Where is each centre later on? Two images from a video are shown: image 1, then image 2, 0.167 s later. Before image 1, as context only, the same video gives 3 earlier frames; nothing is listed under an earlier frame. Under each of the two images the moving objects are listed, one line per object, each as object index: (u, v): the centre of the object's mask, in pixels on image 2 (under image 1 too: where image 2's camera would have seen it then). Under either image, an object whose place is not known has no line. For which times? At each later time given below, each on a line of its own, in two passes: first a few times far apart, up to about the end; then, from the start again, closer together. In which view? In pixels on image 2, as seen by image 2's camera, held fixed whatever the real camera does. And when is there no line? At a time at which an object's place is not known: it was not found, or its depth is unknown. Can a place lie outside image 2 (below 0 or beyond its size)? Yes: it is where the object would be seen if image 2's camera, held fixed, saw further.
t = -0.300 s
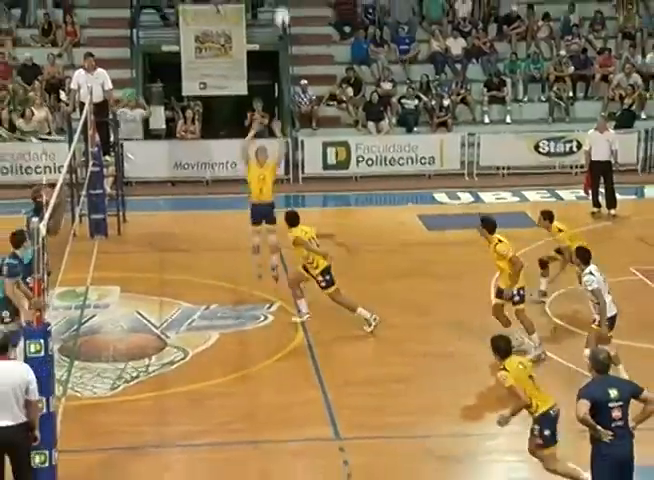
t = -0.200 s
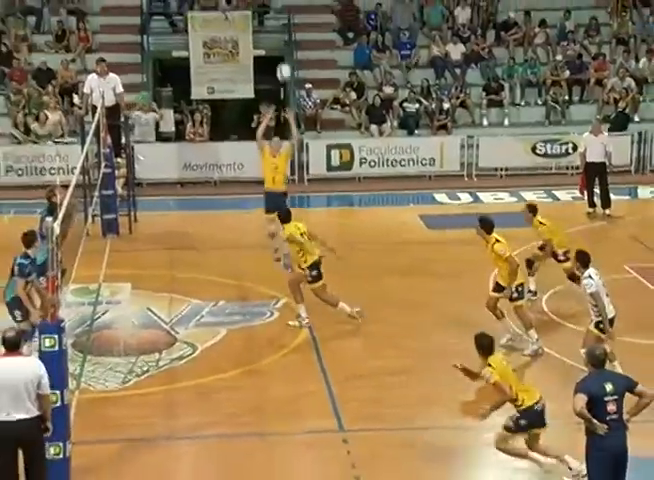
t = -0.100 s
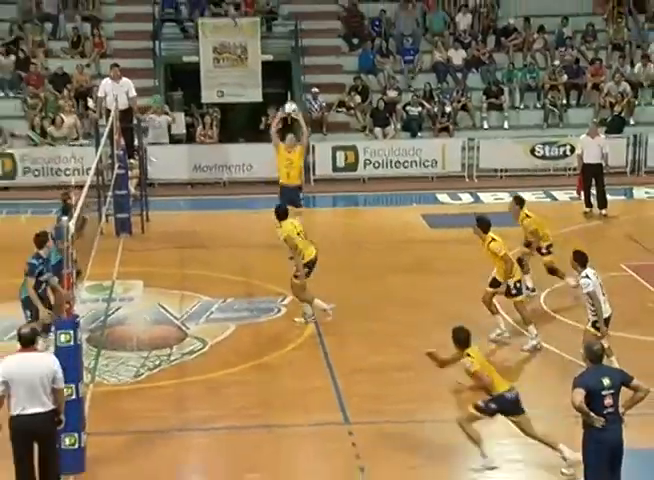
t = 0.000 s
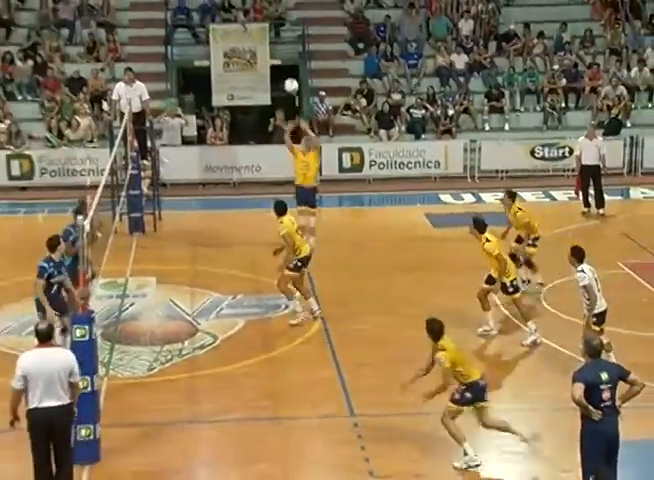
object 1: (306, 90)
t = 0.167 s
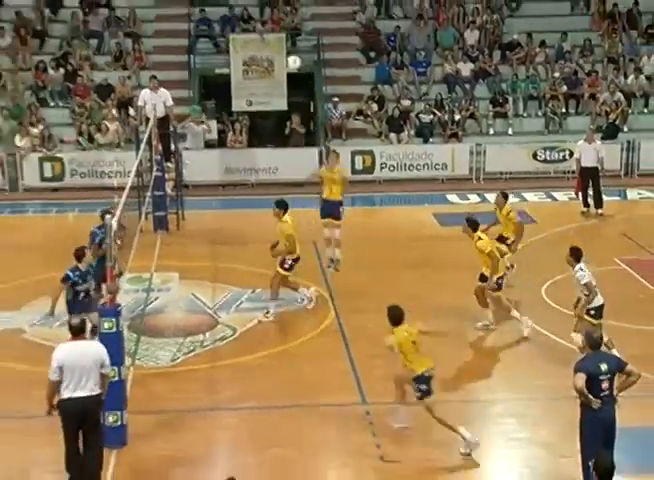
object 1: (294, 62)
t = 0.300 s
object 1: (282, 52)
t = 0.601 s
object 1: (256, 73)
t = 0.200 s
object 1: (291, 58)
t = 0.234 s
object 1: (288, 56)
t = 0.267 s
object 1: (286, 54)
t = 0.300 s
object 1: (282, 52)
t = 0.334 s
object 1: (280, 52)
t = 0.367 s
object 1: (277, 52)
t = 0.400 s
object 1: (274, 52)
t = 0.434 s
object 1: (271, 53)
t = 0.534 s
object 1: (262, 63)
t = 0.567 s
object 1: (259, 67)
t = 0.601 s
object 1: (256, 73)
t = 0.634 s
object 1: (253, 80)
